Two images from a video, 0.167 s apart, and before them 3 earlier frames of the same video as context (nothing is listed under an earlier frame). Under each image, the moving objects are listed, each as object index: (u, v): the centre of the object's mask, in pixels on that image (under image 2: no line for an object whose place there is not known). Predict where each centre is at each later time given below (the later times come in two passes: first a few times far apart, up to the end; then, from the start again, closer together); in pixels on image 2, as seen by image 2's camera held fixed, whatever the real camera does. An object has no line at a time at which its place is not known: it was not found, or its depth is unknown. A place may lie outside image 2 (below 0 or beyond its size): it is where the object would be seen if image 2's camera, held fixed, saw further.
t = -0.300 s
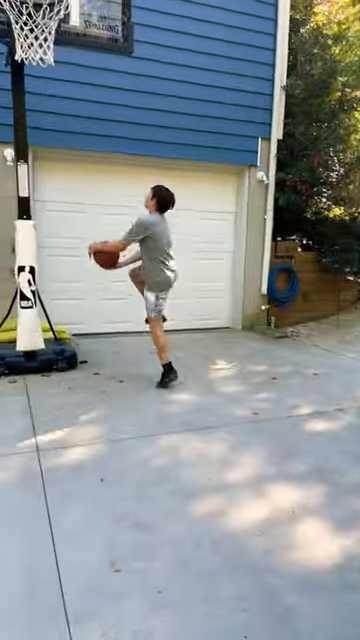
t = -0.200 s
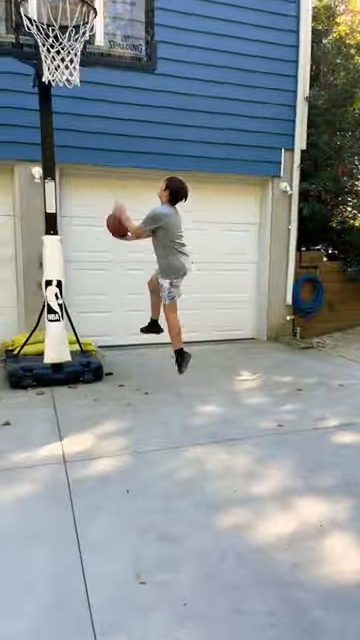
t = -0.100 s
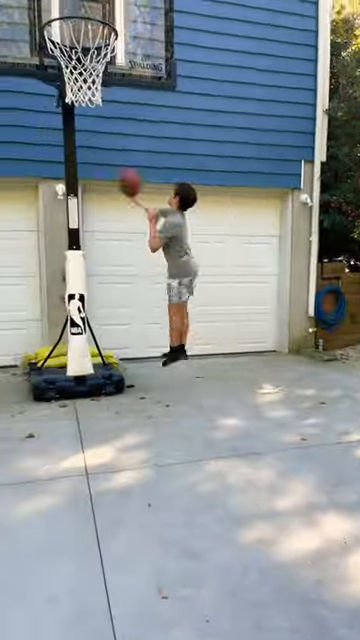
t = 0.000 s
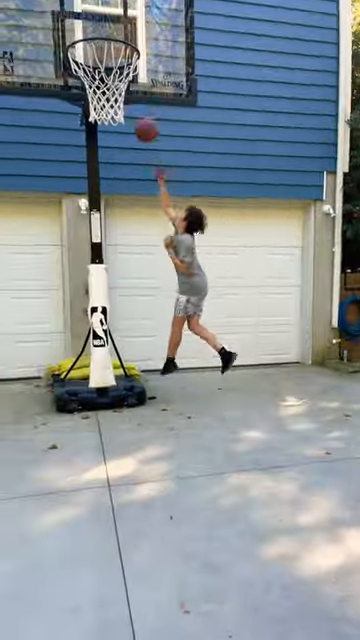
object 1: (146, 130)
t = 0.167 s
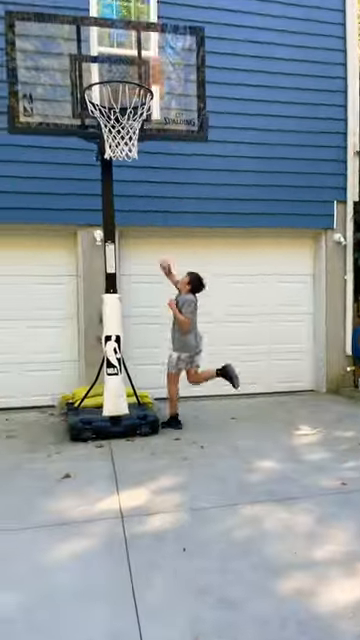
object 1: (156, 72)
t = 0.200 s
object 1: (152, 56)
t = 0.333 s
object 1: (148, 7)
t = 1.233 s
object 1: (123, 208)
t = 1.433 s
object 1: (119, 401)
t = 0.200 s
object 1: (152, 56)
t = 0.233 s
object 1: (152, 43)
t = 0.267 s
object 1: (153, 22)
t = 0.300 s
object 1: (150, 15)
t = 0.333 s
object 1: (148, 7)
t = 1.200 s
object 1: (124, 183)
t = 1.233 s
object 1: (123, 208)
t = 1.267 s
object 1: (123, 234)
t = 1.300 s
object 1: (123, 263)
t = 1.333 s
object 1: (122, 294)
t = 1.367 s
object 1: (121, 327)
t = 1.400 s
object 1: (121, 362)
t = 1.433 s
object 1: (119, 401)
